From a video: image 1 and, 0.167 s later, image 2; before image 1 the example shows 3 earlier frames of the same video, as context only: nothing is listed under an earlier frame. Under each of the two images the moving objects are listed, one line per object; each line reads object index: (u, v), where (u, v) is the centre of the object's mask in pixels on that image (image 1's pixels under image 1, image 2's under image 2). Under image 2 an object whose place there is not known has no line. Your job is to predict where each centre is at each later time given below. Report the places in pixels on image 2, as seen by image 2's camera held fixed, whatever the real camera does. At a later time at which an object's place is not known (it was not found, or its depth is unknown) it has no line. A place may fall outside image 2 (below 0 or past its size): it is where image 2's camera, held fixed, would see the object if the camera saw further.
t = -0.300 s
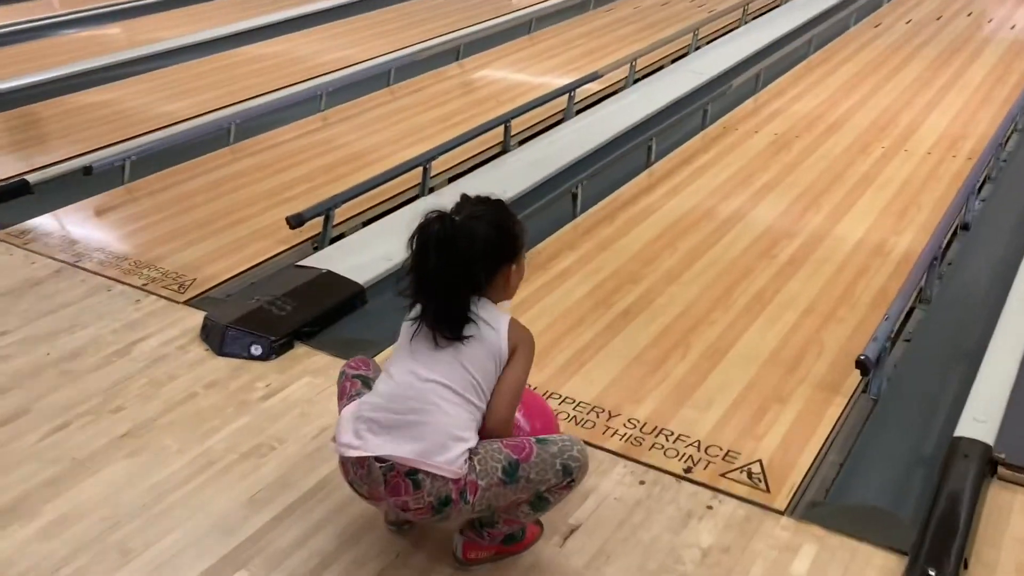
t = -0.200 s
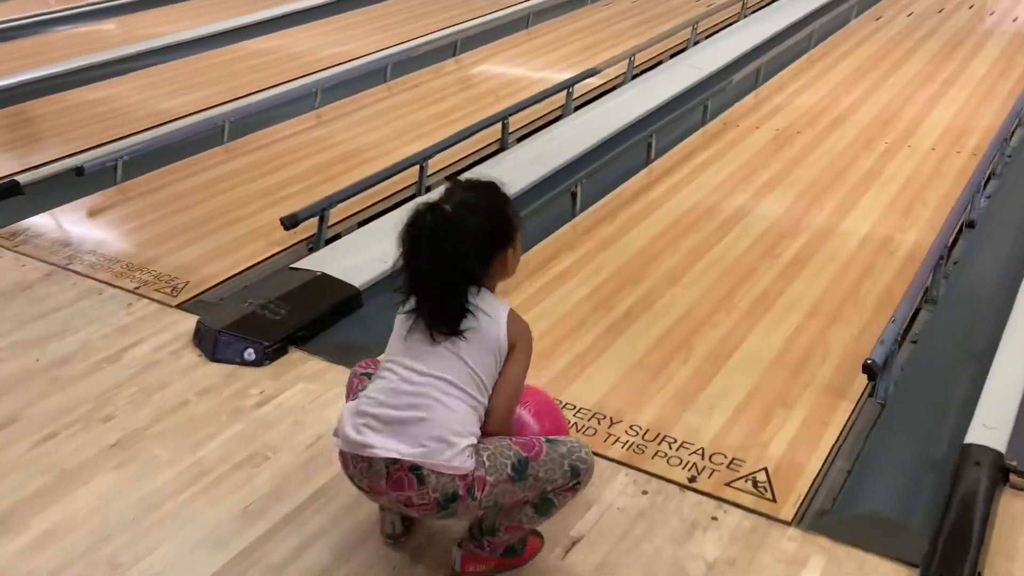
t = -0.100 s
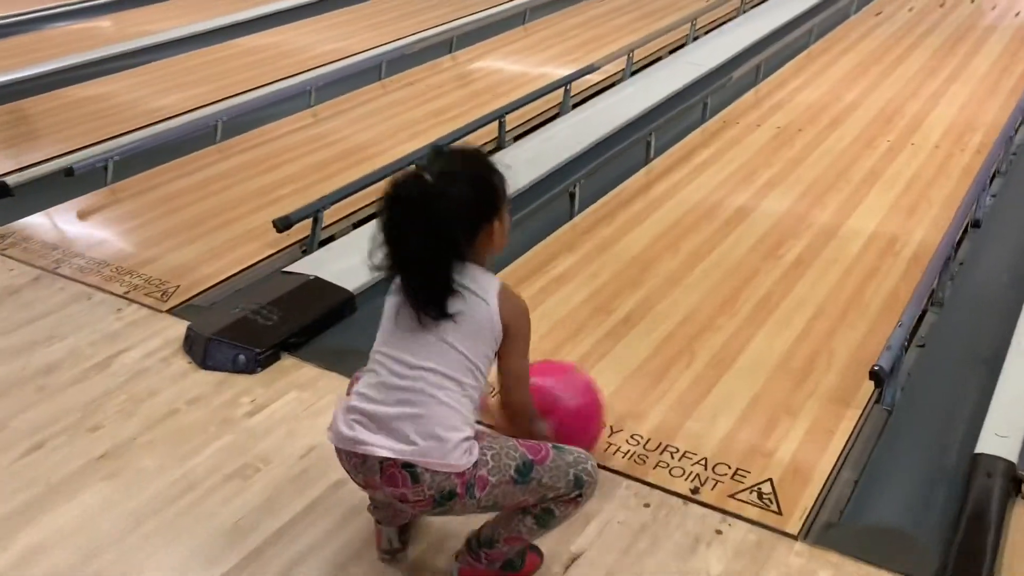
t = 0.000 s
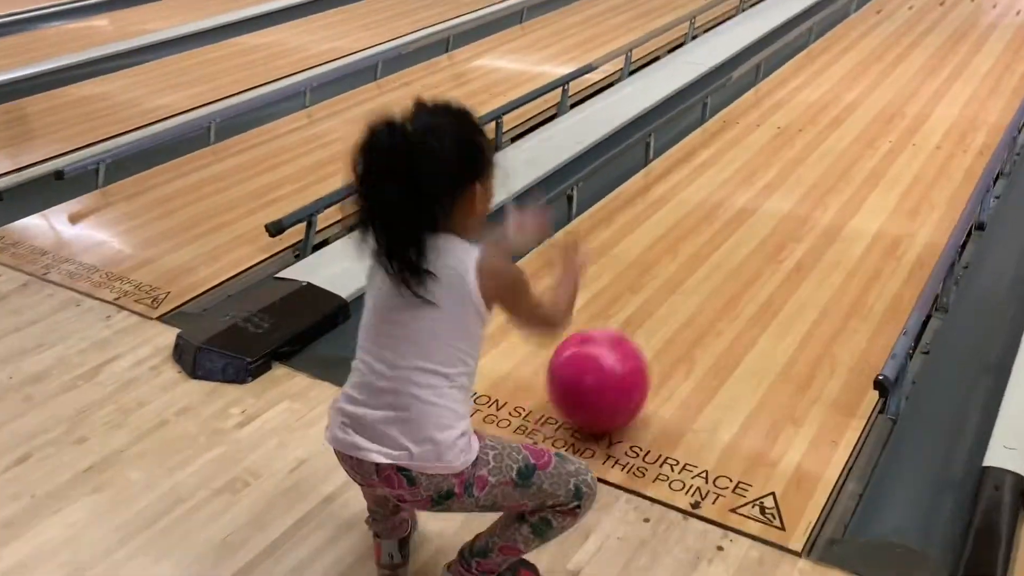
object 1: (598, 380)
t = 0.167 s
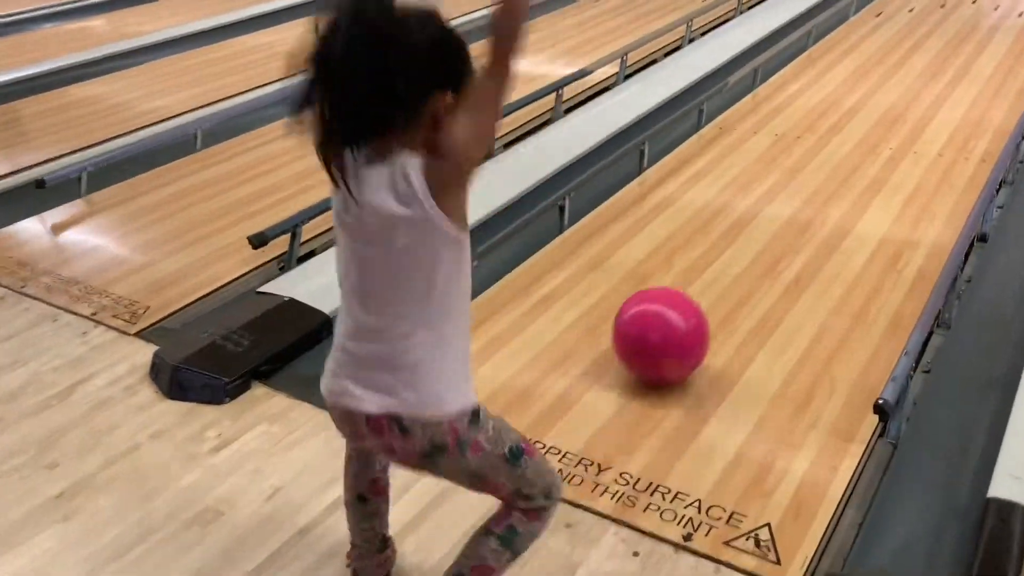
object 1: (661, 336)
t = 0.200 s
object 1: (673, 325)
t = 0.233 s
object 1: (686, 313)
